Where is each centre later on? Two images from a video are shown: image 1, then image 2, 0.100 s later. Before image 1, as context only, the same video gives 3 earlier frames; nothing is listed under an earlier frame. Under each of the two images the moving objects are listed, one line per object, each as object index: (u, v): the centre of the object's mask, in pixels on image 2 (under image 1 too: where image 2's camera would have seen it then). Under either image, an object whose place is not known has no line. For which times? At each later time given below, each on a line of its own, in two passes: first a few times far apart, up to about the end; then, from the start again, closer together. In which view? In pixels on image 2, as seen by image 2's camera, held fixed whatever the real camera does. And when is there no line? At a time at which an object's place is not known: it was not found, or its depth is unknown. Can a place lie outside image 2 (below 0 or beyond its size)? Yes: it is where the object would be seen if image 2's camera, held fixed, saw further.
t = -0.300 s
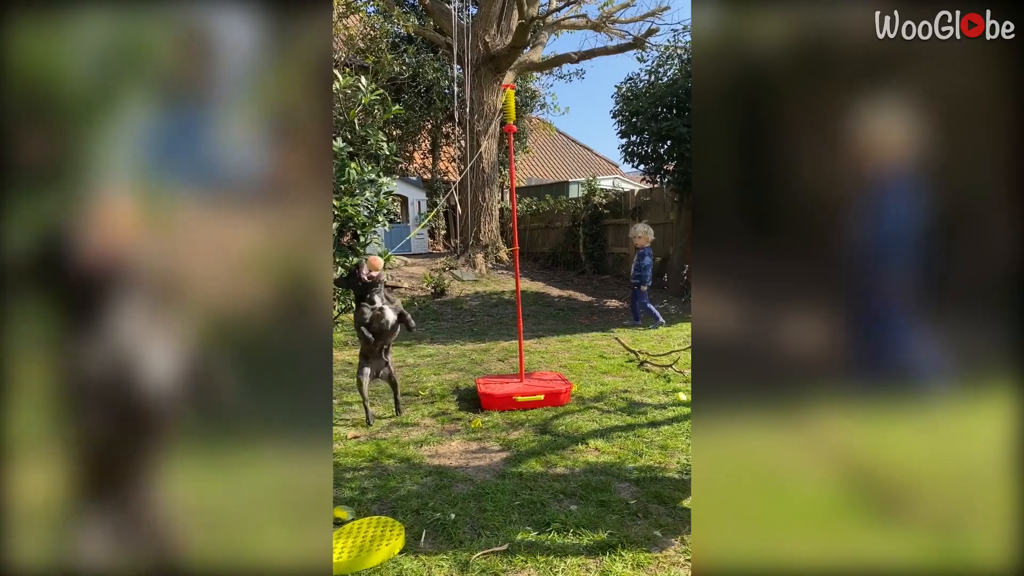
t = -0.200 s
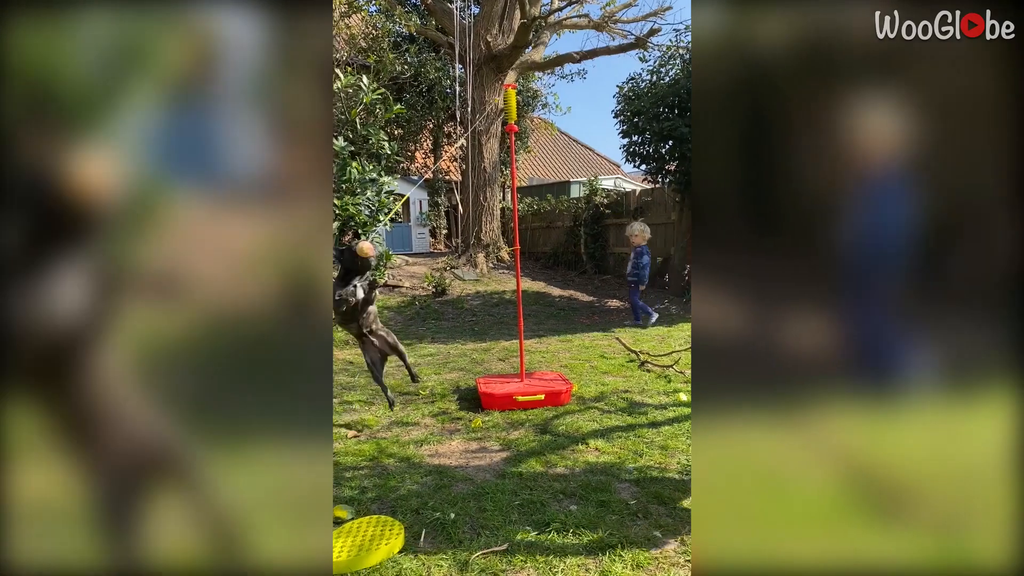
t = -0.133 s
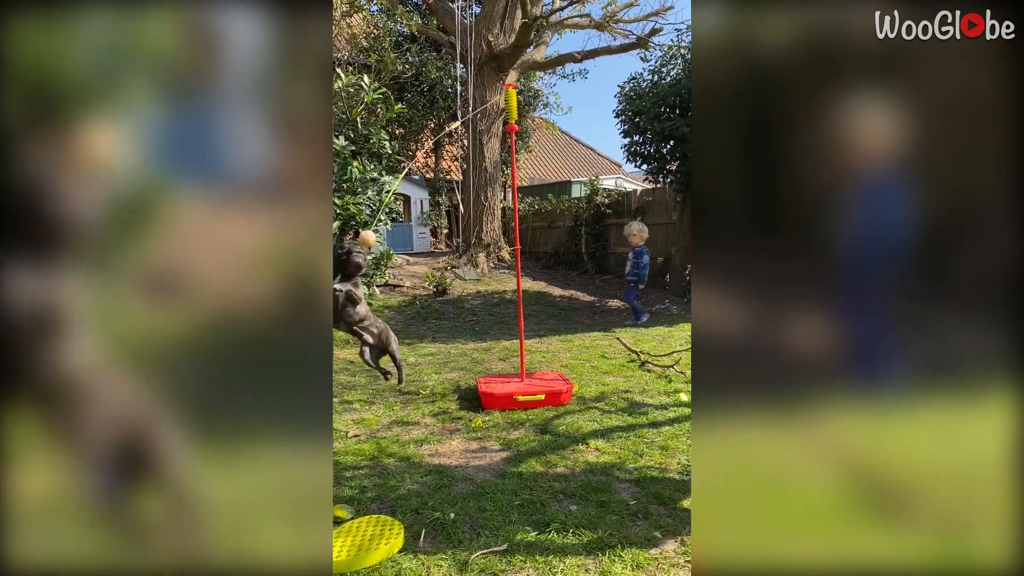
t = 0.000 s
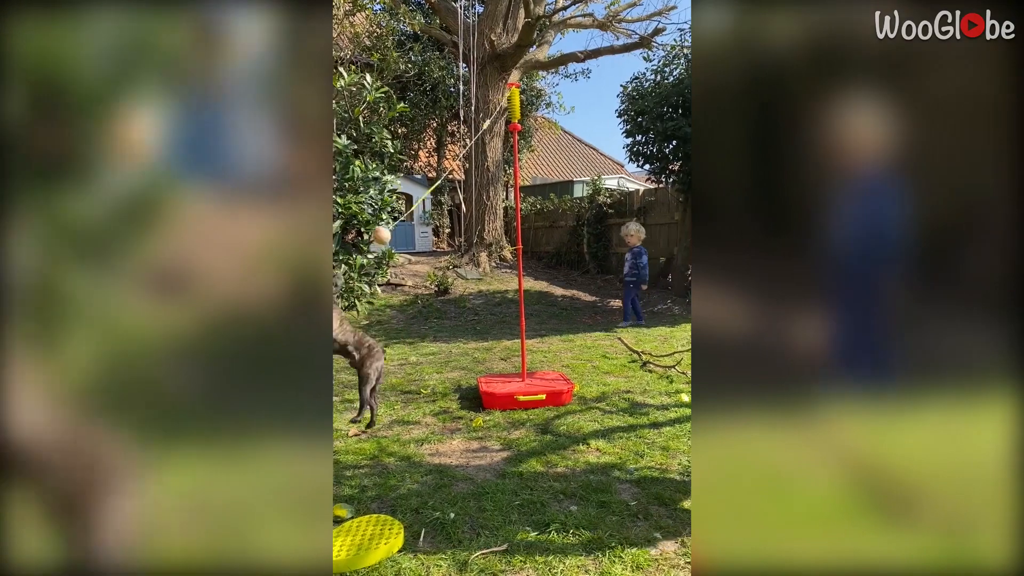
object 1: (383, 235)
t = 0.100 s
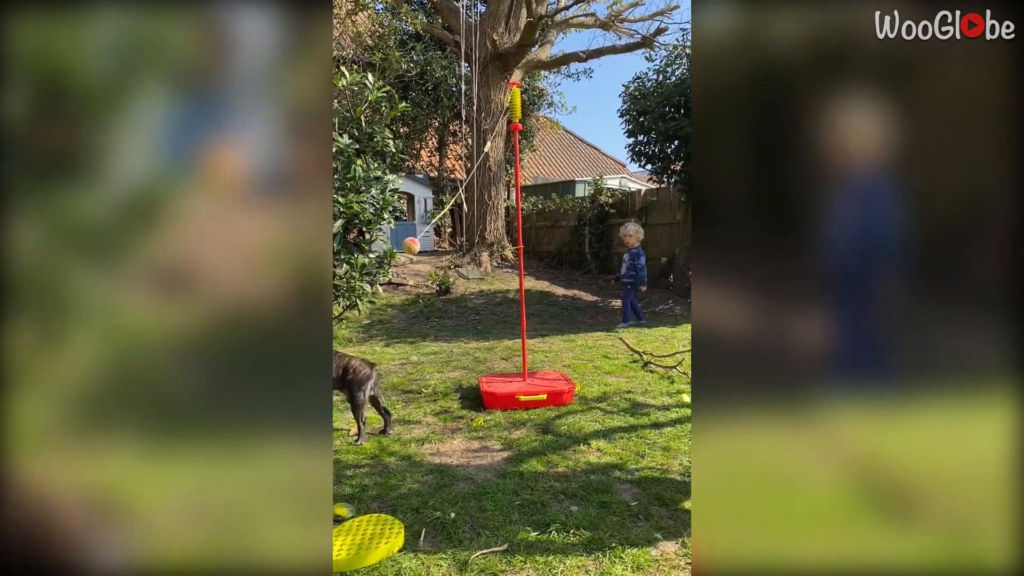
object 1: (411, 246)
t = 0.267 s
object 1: (473, 288)
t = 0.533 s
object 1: (560, 311)
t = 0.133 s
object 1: (423, 252)
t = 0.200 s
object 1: (448, 270)
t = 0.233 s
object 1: (460, 279)
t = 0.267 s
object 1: (473, 288)
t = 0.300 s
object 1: (484, 295)
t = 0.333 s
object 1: (498, 301)
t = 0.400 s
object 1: (523, 312)
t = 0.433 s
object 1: (534, 313)
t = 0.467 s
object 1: (544, 313)
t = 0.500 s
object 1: (553, 313)
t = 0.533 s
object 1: (560, 311)
